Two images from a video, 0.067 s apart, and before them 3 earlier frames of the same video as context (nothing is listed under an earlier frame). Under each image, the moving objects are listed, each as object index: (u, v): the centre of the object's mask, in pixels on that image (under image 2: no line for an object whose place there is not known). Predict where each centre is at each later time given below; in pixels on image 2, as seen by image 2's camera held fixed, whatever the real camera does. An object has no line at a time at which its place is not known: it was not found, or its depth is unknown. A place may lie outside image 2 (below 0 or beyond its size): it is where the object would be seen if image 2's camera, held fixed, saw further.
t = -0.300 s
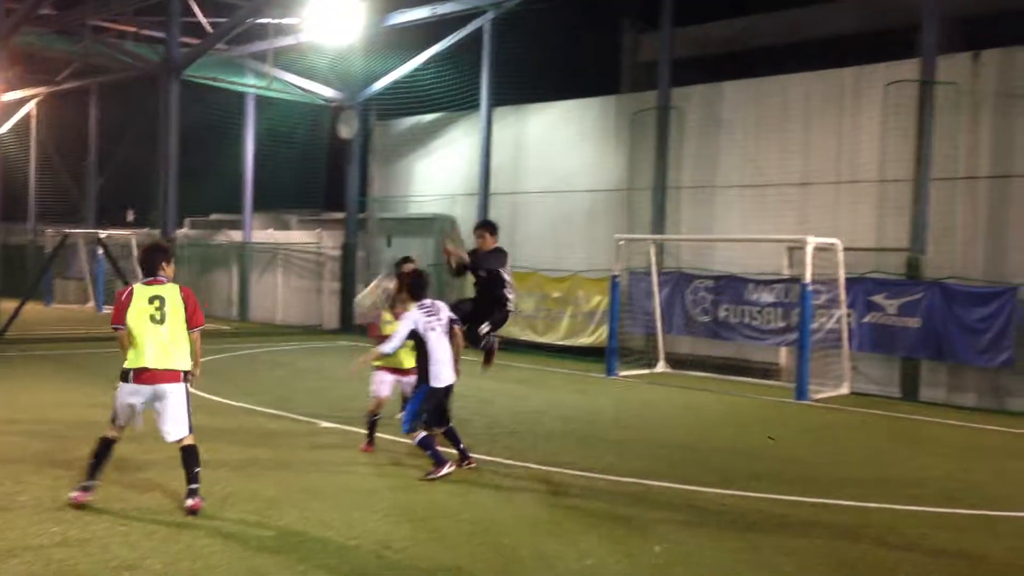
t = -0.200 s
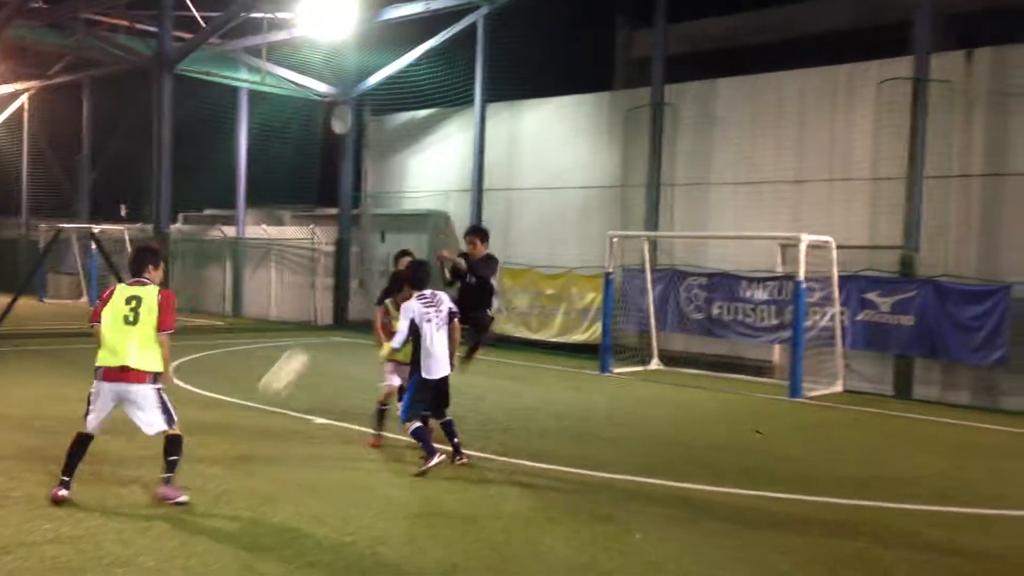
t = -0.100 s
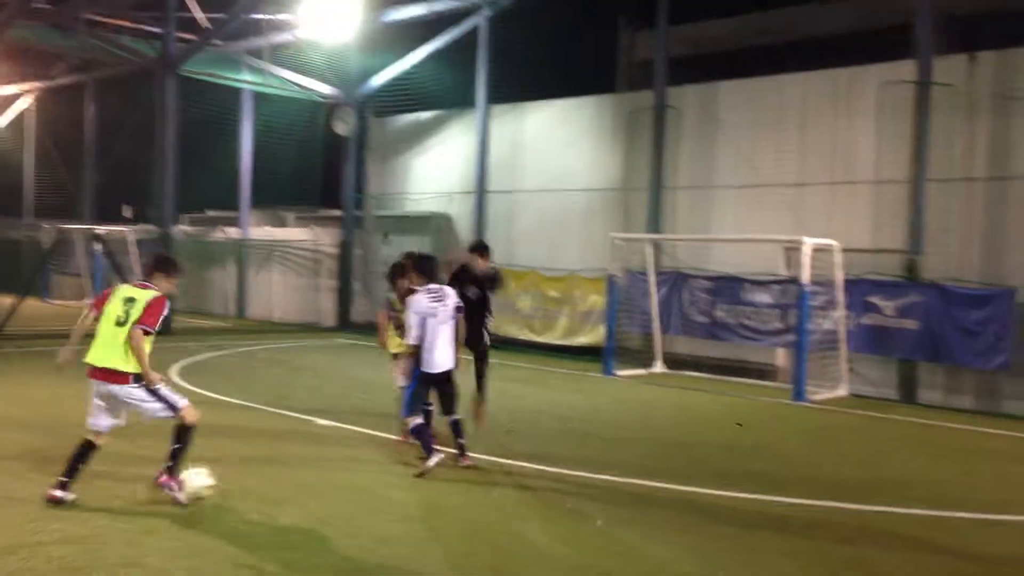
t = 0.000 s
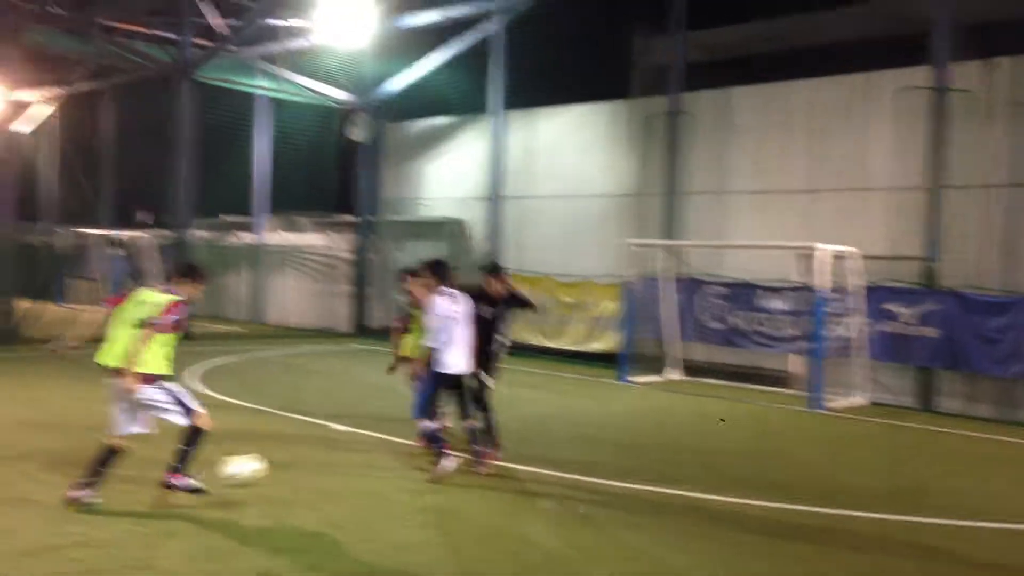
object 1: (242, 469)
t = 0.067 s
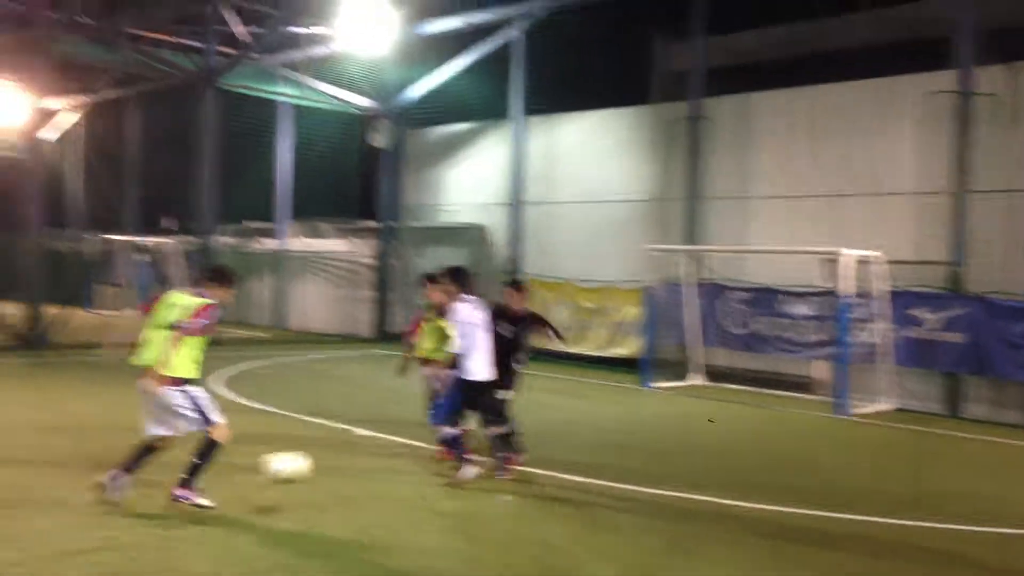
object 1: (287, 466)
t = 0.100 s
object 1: (298, 466)
